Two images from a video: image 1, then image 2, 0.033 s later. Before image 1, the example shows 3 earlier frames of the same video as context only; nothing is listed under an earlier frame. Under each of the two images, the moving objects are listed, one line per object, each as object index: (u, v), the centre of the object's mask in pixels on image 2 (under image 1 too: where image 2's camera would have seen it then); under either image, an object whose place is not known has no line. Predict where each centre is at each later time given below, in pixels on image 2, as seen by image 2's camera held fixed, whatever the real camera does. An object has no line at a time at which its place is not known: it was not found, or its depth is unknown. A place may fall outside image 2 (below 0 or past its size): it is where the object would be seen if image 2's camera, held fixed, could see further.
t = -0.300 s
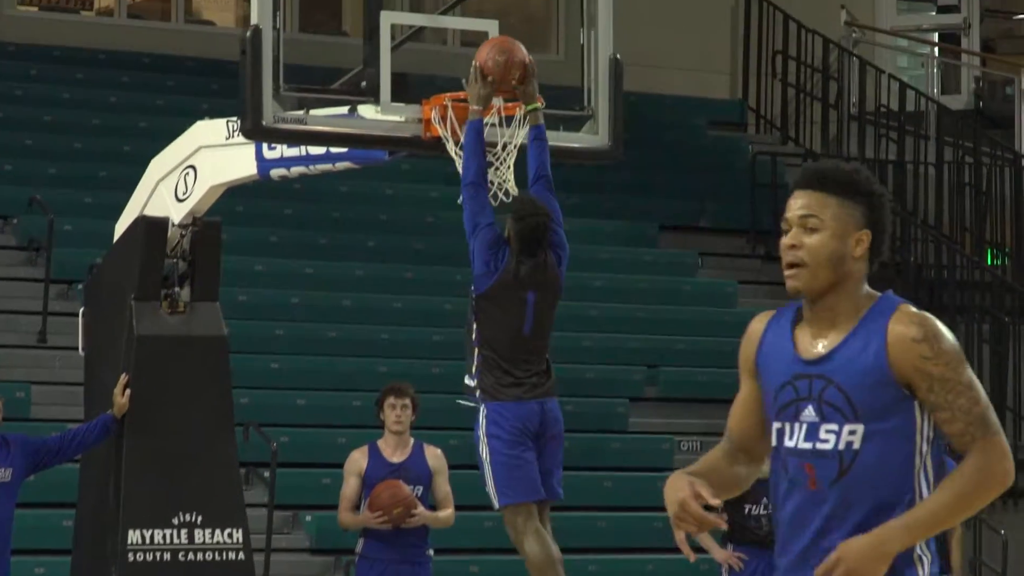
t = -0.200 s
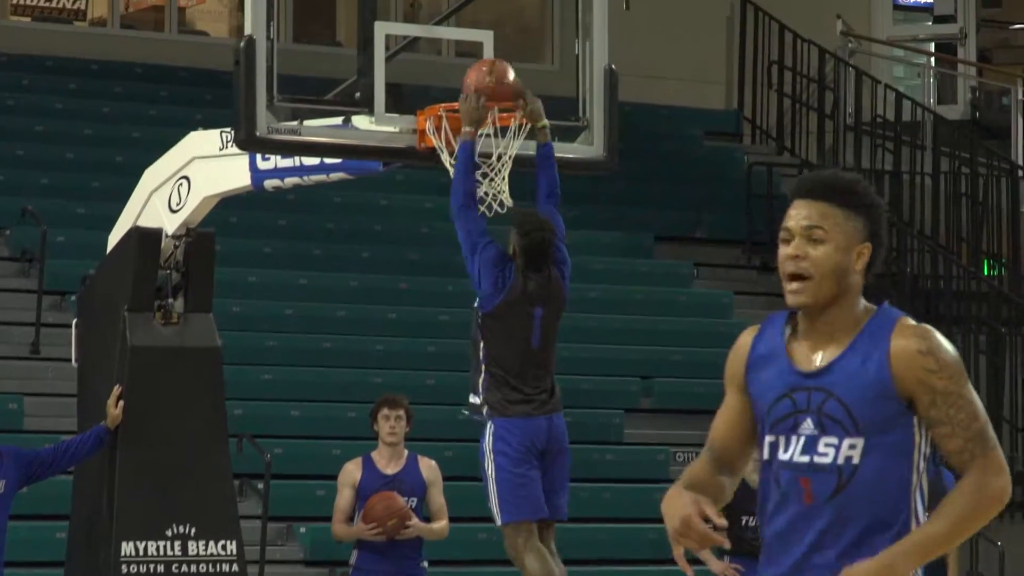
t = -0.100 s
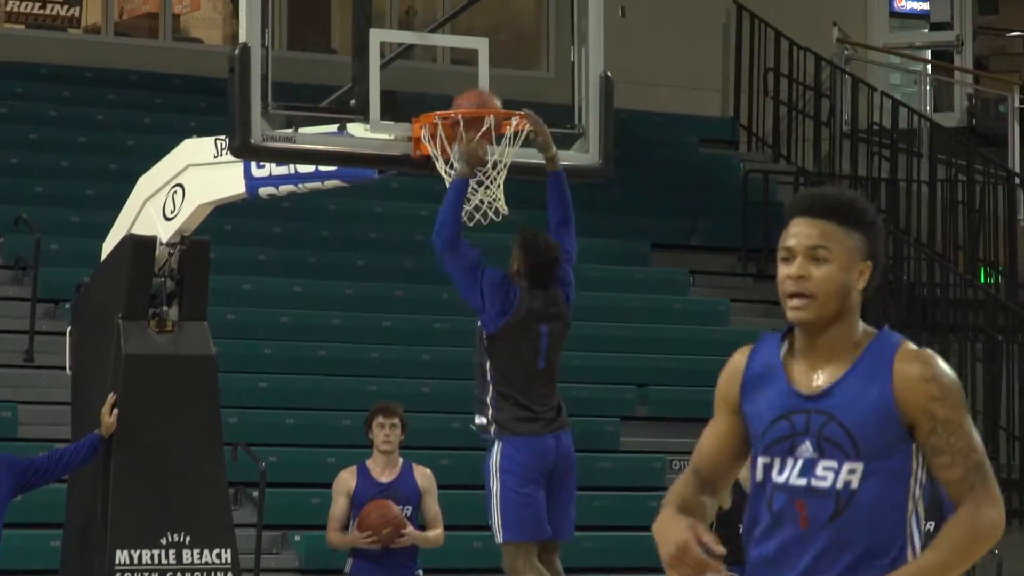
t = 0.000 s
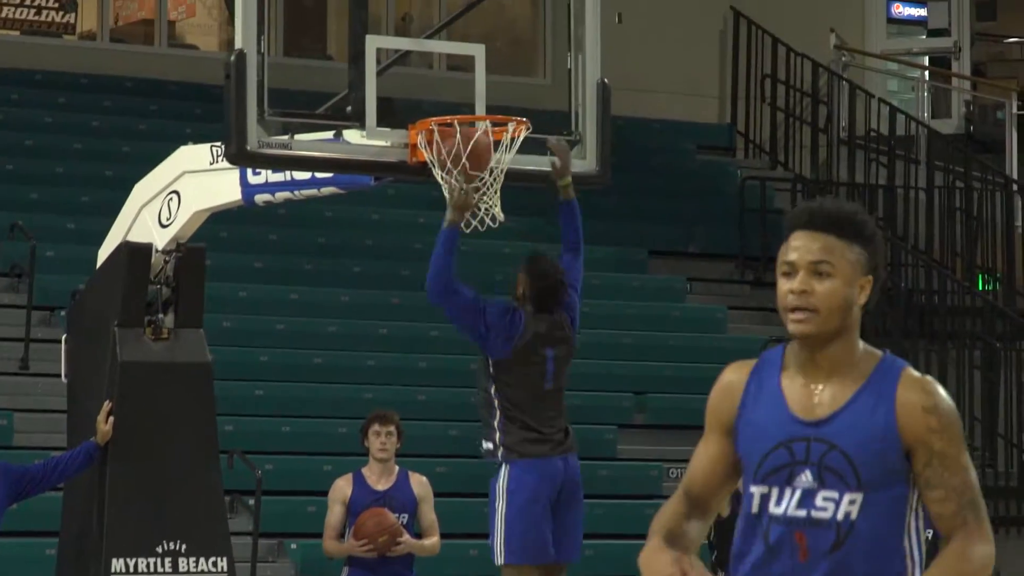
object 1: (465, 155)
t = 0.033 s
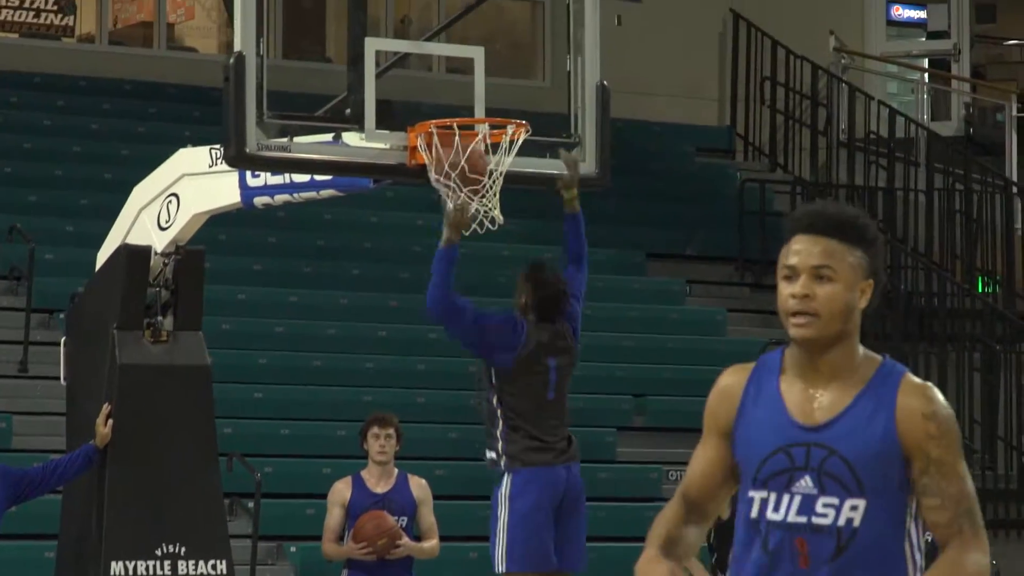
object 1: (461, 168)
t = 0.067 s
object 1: (456, 176)
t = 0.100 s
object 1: (460, 174)
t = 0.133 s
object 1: (460, 215)
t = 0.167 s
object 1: (456, 216)
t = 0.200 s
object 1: (453, 218)
